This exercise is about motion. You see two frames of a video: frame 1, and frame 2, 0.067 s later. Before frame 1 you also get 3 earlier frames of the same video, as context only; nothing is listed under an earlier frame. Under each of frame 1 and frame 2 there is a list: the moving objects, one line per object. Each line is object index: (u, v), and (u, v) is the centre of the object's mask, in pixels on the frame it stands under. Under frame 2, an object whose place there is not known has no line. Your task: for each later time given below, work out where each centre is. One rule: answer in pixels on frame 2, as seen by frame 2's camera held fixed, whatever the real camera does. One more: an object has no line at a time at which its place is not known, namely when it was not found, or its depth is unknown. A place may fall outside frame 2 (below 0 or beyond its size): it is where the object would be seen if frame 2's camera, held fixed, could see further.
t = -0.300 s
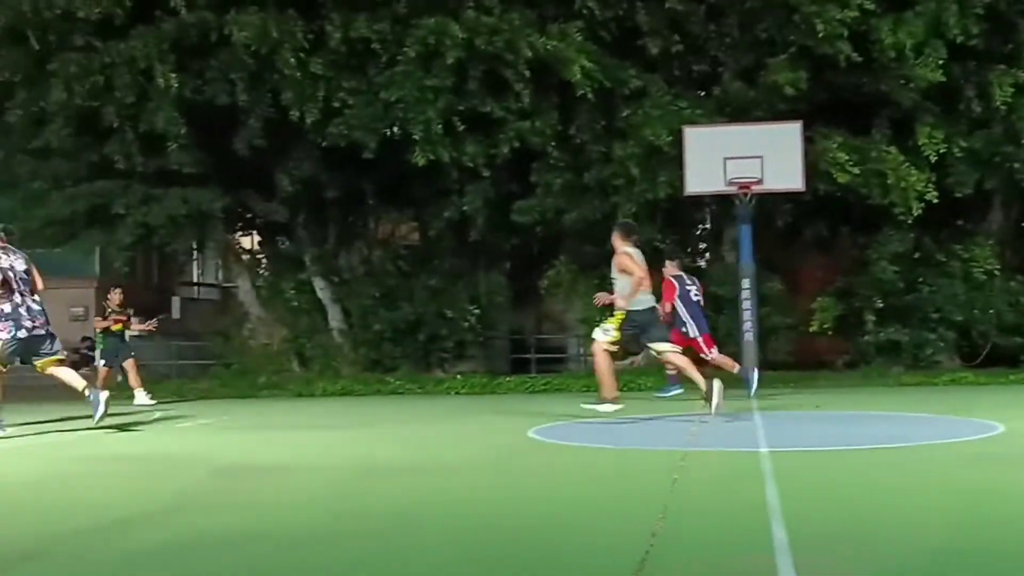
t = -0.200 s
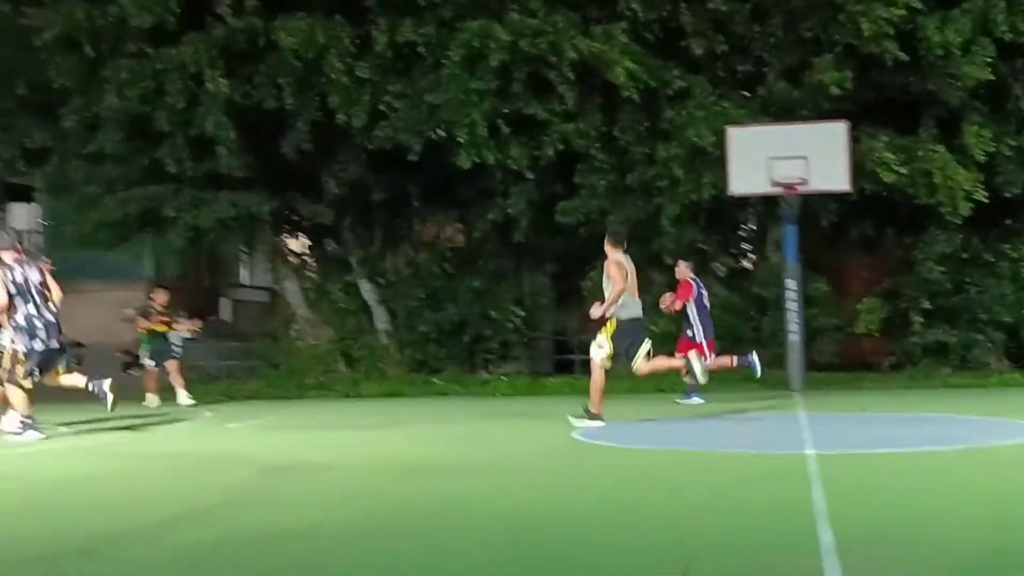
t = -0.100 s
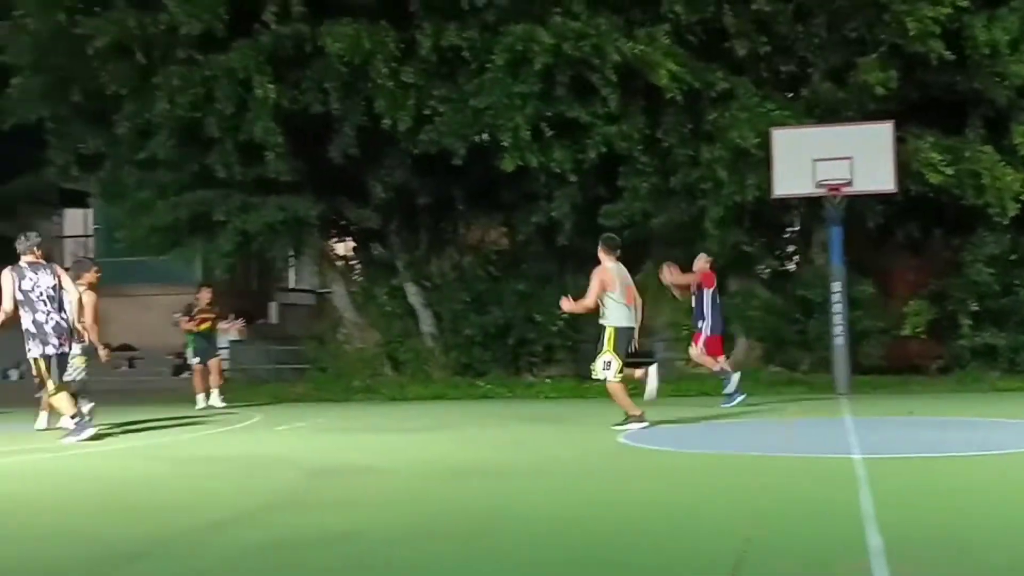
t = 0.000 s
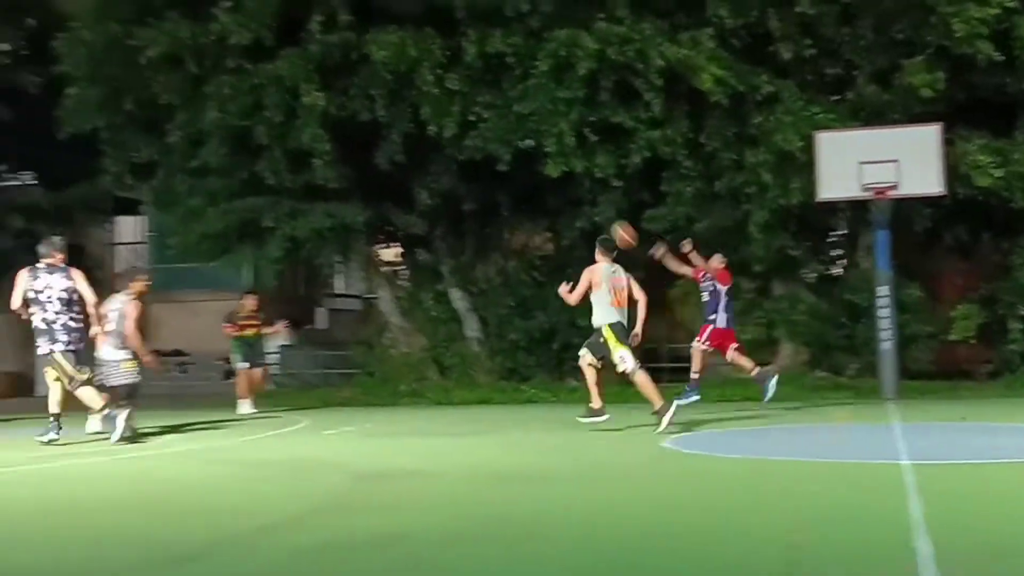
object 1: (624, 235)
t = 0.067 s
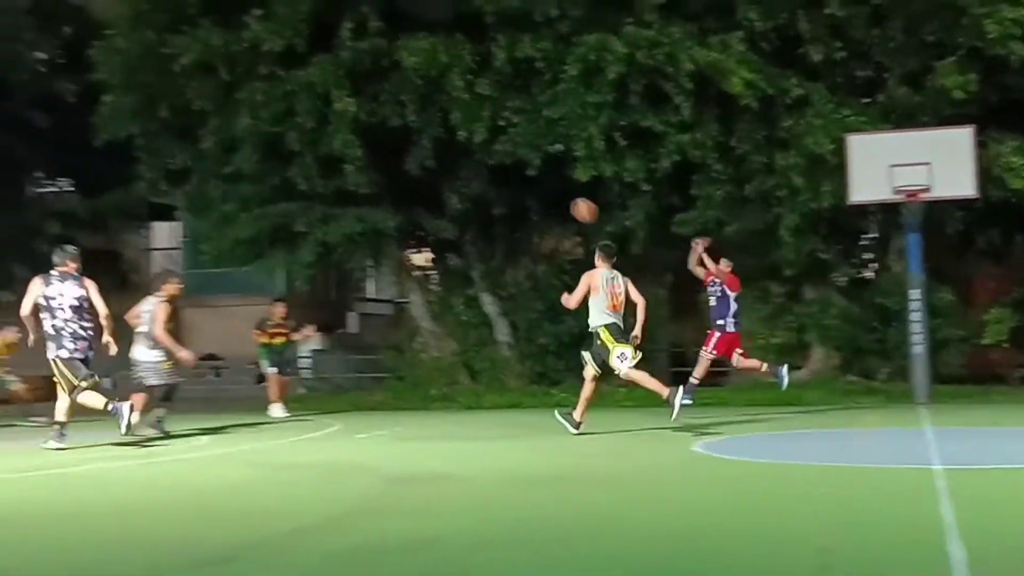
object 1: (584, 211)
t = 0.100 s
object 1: (550, 199)
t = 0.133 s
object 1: (515, 187)
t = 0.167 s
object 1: (478, 176)
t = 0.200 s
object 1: (442, 165)
